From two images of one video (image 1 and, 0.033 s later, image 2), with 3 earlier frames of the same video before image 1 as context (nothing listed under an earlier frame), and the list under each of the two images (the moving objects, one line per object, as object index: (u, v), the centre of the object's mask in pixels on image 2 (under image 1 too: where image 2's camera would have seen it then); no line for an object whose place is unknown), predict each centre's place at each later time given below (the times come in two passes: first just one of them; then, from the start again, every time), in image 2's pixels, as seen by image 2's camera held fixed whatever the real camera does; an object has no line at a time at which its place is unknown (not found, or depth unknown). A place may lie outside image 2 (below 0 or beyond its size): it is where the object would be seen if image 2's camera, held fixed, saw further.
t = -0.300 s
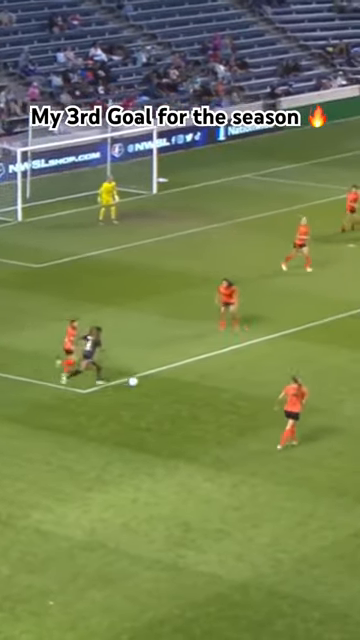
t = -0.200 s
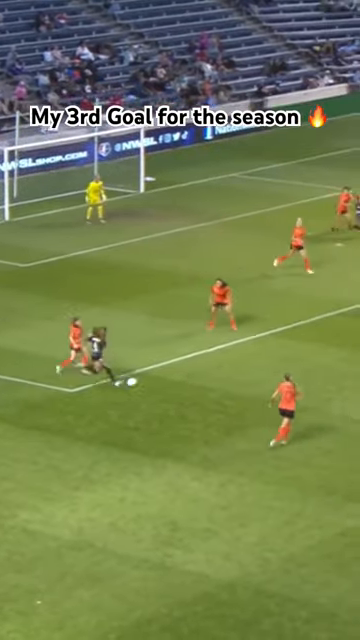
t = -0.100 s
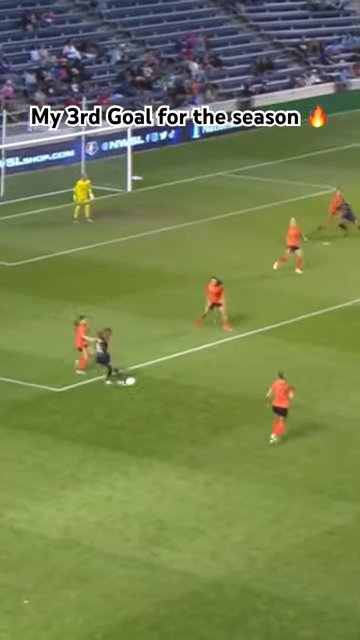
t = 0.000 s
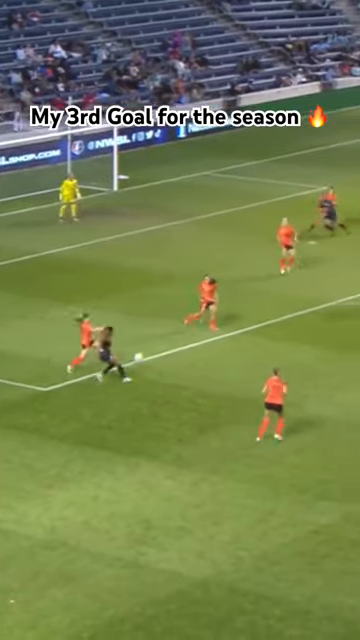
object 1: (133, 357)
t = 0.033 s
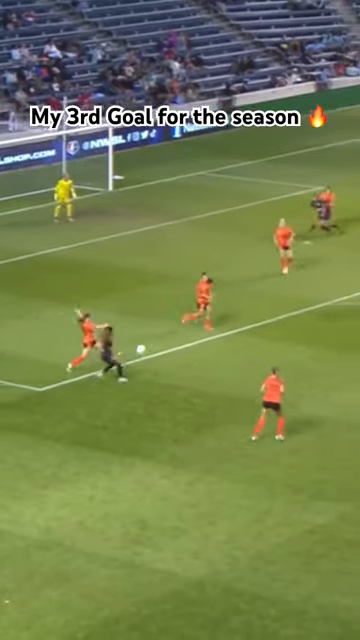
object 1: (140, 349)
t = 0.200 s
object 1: (169, 317)
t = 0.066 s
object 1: (147, 341)
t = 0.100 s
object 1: (154, 334)
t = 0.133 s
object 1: (159, 328)
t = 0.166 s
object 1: (165, 322)
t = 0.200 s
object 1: (169, 317)
